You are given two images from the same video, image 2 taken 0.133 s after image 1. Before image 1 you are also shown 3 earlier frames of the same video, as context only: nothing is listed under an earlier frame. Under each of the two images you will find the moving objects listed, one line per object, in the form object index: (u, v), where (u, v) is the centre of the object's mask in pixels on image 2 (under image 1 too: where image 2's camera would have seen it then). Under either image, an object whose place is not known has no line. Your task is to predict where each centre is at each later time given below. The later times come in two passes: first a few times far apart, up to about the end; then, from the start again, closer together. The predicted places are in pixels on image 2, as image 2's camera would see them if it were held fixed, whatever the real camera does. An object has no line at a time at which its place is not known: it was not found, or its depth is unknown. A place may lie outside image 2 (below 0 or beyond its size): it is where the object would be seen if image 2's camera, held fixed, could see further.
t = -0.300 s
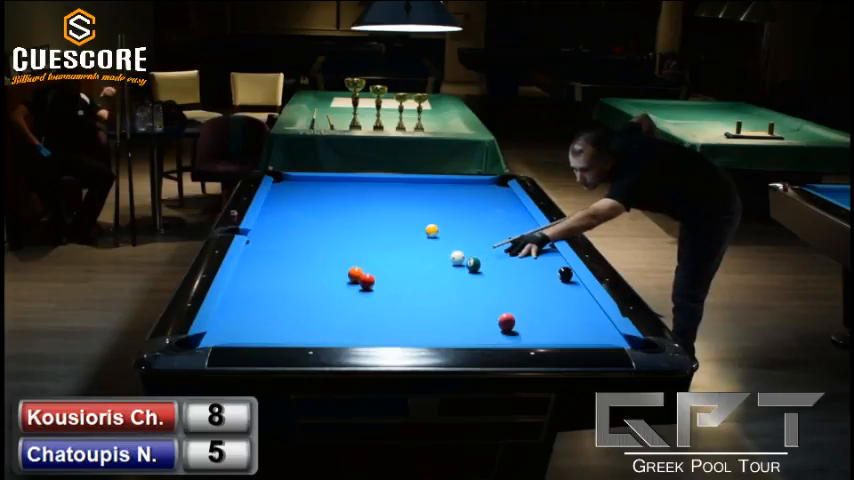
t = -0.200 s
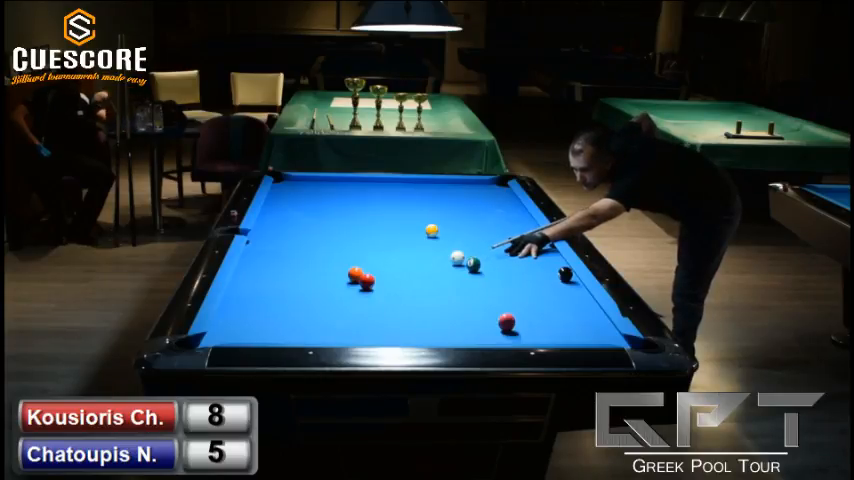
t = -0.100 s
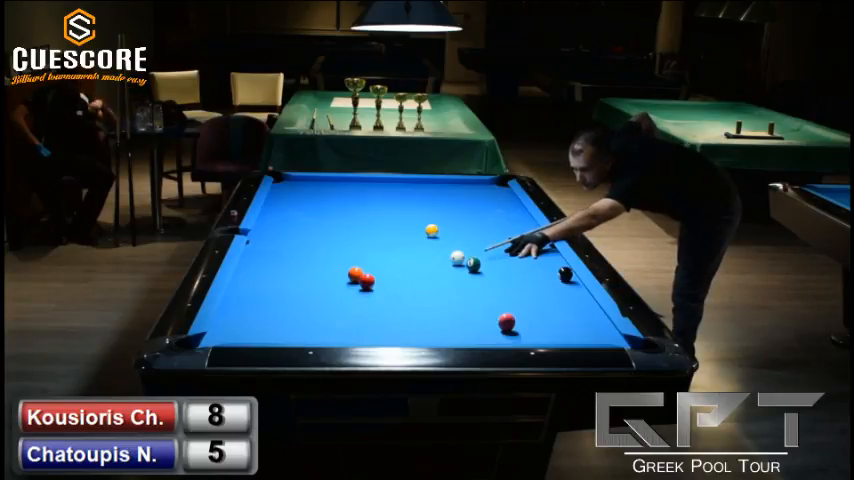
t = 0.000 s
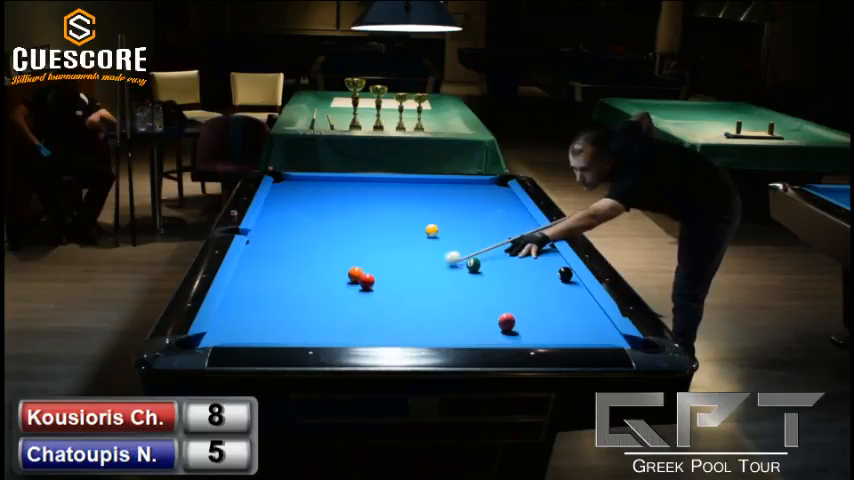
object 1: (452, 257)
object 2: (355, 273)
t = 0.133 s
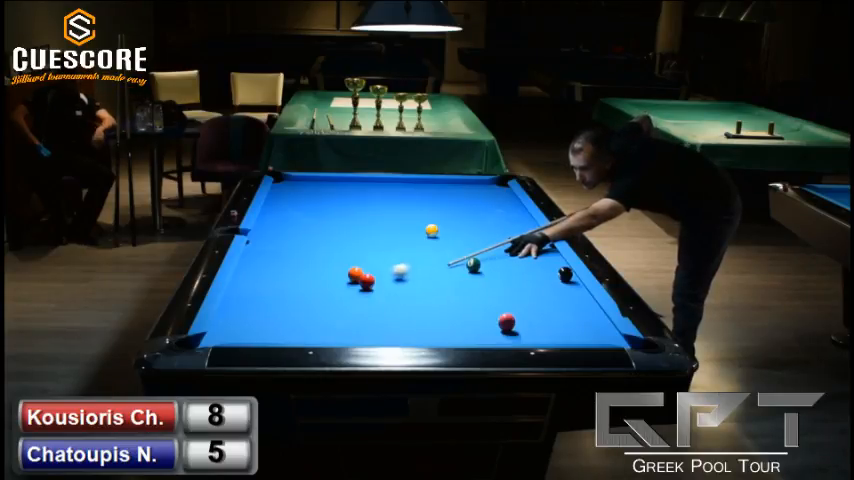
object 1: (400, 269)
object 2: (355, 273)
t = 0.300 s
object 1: (370, 276)
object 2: (352, 274)
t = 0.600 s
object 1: (370, 273)
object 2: (336, 272)
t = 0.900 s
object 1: (370, 271)
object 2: (321, 271)
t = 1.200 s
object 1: (370, 269)
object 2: (309, 270)
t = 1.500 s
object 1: (370, 268)
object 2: (297, 270)
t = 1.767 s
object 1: (369, 268)
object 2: (289, 269)
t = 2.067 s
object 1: (369, 267)
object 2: (280, 268)
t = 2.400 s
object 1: (369, 267)
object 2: (274, 268)
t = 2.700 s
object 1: (369, 267)
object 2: (269, 268)
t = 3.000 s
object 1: (369, 267)
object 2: (265, 268)
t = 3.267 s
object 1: (369, 267)
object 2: (264, 268)
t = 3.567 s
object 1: (369, 267)
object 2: (263, 268)
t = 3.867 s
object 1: (369, 267)
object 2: (263, 268)
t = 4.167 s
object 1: (369, 267)
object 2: (263, 268)
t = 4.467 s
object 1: (369, 267)
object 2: (263, 268)
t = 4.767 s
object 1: (369, 267)
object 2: (263, 268)
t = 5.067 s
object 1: (369, 267)
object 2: (263, 268)
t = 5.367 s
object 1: (369, 267)
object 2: (263, 268)
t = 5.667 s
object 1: (369, 267)
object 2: (263, 268)
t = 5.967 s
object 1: (369, 267)
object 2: (263, 268)
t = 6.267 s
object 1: (369, 267)
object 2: (263, 268)
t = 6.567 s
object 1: (369, 267)
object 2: (263, 268)
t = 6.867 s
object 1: (369, 267)
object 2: (263, 268)
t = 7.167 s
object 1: (369, 267)
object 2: (263, 268)
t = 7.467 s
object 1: (369, 267)
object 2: (263, 268)
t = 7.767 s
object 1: (369, 267)
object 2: (263, 268)
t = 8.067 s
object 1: (369, 267)
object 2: (263, 268)
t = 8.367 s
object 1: (369, 267)
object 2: (263, 268)
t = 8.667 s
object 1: (369, 267)
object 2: (263, 268)
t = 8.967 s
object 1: (369, 267)
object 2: (263, 268)
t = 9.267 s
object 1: (369, 267)
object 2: (263, 268)
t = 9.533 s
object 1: (369, 267)
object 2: (263, 268)
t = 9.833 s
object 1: (369, 267)
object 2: (263, 268)
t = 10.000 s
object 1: (369, 267)
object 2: (263, 268)
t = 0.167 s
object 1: (387, 273)
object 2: (355, 273)
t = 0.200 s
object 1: (377, 276)
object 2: (355, 274)
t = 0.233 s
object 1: (372, 276)
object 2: (355, 272)
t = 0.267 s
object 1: (370, 276)
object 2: (355, 274)
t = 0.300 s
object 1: (370, 276)
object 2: (352, 274)
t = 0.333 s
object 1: (370, 275)
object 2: (350, 274)
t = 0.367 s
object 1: (370, 275)
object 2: (349, 273)
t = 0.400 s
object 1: (370, 275)
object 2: (347, 273)
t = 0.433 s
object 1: (370, 274)
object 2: (345, 273)
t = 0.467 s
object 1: (370, 274)
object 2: (343, 273)
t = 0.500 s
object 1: (370, 274)
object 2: (341, 273)
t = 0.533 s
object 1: (370, 273)
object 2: (339, 273)
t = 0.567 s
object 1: (370, 273)
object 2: (338, 272)
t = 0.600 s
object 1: (370, 273)
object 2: (336, 272)
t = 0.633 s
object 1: (370, 273)
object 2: (334, 272)
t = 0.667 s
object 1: (370, 272)
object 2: (332, 272)
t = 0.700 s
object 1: (370, 272)
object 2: (331, 272)
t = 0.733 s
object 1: (370, 272)
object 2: (329, 272)
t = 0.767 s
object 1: (370, 271)
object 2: (327, 272)
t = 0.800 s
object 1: (370, 271)
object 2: (326, 271)
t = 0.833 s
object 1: (370, 271)
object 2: (324, 271)
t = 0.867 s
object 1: (370, 271)
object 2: (323, 272)
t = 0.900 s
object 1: (370, 271)
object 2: (321, 271)
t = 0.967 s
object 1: (370, 270)
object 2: (318, 271)
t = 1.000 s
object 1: (370, 270)
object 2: (317, 271)
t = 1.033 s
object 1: (370, 270)
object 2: (315, 271)
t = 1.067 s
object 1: (370, 270)
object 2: (314, 271)
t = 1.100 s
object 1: (370, 270)
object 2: (313, 271)
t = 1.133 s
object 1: (370, 269)
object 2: (311, 270)
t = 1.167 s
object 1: (370, 269)
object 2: (310, 270)
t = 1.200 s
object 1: (370, 269)
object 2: (309, 270)
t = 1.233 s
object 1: (370, 269)
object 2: (307, 270)
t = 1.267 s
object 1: (370, 269)
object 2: (306, 270)
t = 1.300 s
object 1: (370, 268)
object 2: (304, 270)
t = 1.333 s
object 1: (370, 268)
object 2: (303, 270)
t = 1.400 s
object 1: (370, 268)
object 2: (302, 270)
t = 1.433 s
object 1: (370, 268)
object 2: (300, 270)
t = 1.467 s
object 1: (370, 268)
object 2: (298, 270)
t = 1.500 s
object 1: (370, 268)
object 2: (297, 270)
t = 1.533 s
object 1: (369, 268)
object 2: (296, 270)
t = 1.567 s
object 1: (369, 268)
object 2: (295, 269)
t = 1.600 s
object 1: (369, 268)
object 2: (294, 269)
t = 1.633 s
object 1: (369, 268)
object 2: (293, 269)
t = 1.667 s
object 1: (369, 268)
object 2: (292, 269)
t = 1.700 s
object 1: (369, 268)
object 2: (291, 269)
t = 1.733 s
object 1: (369, 268)
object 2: (290, 269)
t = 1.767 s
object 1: (369, 268)
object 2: (289, 269)
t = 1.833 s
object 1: (369, 267)
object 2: (287, 269)
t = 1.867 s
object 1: (369, 267)
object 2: (285, 268)
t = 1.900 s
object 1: (369, 267)
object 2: (284, 268)
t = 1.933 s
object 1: (369, 267)
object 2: (284, 268)
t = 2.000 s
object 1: (369, 267)
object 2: (282, 268)
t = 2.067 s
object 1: (369, 267)
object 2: (280, 268)
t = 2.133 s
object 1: (369, 267)
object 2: (279, 268)
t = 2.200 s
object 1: (369, 267)
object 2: (278, 268)
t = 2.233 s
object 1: (369, 267)
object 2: (277, 268)
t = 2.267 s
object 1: (369, 267)
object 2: (276, 268)
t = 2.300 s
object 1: (369, 267)
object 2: (276, 268)
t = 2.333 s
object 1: (369, 267)
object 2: (275, 268)
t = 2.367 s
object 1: (369, 267)
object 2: (274, 268)
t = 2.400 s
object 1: (369, 267)
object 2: (274, 268)
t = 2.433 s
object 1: (369, 267)
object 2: (273, 268)
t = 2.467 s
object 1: (369, 267)
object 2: (272, 268)
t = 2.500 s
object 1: (369, 267)
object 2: (272, 268)
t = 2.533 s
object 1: (369, 267)
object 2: (271, 268)
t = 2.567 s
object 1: (369, 267)
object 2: (271, 268)
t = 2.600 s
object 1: (369, 267)
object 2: (270, 268)
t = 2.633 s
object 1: (369, 267)
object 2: (270, 268)
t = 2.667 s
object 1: (369, 267)
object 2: (269, 268)
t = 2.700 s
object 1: (369, 267)
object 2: (269, 268)
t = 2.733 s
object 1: (369, 267)
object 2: (268, 268)
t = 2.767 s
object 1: (369, 267)
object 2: (268, 268)
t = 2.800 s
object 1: (369, 267)
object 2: (267, 268)
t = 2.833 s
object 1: (369, 267)
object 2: (267, 268)
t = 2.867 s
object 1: (369, 267)
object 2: (267, 268)
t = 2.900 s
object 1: (369, 267)
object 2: (266, 268)
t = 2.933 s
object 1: (369, 267)
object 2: (266, 268)
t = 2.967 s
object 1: (369, 267)
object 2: (265, 268)
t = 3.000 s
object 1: (369, 267)
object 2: (265, 268)
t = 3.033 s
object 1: (369, 267)
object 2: (265, 268)
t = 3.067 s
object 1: (369, 267)
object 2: (265, 268)
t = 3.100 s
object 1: (369, 267)
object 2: (264, 268)
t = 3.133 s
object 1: (369, 267)
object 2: (264, 268)
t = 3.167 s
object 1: (369, 267)
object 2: (264, 268)
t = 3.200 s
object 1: (369, 267)
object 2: (264, 268)
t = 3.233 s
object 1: (369, 267)
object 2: (264, 268)
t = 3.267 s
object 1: (369, 267)
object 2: (264, 268)
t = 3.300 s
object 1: (369, 267)
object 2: (263, 268)
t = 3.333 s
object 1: (369, 267)
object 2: (263, 268)
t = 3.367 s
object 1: (369, 267)
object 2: (263, 268)
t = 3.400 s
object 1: (369, 267)
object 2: (263, 268)
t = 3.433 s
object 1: (369, 267)
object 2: (263, 268)
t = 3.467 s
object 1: (369, 267)
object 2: (263, 268)
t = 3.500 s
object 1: (369, 267)
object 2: (263, 268)
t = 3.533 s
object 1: (369, 267)
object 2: (263, 268)
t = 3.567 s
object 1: (369, 267)
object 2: (263, 268)
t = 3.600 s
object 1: (369, 267)
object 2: (263, 268)
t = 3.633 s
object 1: (369, 267)
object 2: (263, 268)
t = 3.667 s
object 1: (369, 267)
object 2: (263, 268)
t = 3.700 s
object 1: (369, 267)
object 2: (263, 268)
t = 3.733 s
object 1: (369, 267)
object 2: (263, 268)
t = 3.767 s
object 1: (369, 267)
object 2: (263, 268)
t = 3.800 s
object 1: (369, 267)
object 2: (263, 268)
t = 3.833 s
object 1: (369, 267)
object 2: (263, 268)
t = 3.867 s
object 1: (369, 267)
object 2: (263, 268)
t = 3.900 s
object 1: (369, 267)
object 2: (263, 268)
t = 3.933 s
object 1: (369, 267)
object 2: (263, 268)
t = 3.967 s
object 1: (369, 267)
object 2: (263, 268)
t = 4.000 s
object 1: (369, 267)
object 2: (263, 268)
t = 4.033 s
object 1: (369, 267)
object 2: (263, 268)
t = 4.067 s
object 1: (369, 267)
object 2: (263, 268)
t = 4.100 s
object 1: (369, 267)
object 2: (263, 268)
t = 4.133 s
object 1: (369, 267)
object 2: (263, 268)
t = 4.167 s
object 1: (369, 267)
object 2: (263, 268)
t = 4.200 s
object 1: (369, 267)
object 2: (263, 268)
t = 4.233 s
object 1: (369, 267)
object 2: (263, 268)
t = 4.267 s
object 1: (369, 267)
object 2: (263, 268)
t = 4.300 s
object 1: (369, 267)
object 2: (263, 268)
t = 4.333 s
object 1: (369, 267)
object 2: (263, 268)
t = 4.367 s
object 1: (369, 267)
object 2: (263, 268)
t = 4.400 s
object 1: (369, 267)
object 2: (263, 268)
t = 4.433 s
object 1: (369, 267)
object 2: (263, 268)
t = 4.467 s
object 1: (369, 267)
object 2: (263, 268)
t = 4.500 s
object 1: (369, 267)
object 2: (263, 268)
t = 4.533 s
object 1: (369, 267)
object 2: (263, 268)
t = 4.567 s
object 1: (369, 267)
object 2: (263, 268)
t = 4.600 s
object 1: (369, 267)
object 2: (263, 268)
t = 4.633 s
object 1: (369, 267)
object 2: (263, 268)
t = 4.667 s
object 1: (369, 267)
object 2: (263, 268)
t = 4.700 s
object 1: (369, 267)
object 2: (263, 268)
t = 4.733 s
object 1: (369, 267)
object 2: (263, 268)
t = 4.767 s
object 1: (369, 267)
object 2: (263, 268)
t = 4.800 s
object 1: (369, 267)
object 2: (263, 268)
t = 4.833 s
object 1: (369, 267)
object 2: (263, 268)
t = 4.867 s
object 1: (369, 267)
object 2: (263, 268)
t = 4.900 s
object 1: (369, 267)
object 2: (263, 268)
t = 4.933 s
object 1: (369, 267)
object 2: (263, 268)
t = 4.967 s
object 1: (369, 267)
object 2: (263, 268)
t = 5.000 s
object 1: (369, 267)
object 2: (263, 268)
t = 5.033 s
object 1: (369, 267)
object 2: (263, 268)
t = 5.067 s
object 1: (369, 267)
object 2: (263, 268)
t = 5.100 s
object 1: (369, 267)
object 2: (263, 268)
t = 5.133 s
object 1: (369, 267)
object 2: (263, 268)
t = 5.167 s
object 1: (369, 267)
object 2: (263, 268)
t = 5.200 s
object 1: (369, 267)
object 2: (263, 268)
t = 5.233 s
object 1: (369, 267)
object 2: (263, 268)
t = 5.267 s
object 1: (369, 267)
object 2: (263, 268)
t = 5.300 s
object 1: (369, 267)
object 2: (263, 268)
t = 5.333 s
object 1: (369, 267)
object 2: (263, 268)
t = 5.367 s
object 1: (369, 267)
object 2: (263, 268)
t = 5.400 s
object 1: (369, 267)
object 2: (263, 268)
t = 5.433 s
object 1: (369, 267)
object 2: (263, 268)
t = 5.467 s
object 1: (369, 267)
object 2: (263, 268)
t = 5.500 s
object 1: (369, 267)
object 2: (263, 268)
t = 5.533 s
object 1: (369, 267)
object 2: (263, 268)
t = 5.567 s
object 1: (369, 267)
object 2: (263, 268)
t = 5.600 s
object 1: (369, 267)
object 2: (263, 268)
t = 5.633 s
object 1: (369, 267)
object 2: (263, 268)
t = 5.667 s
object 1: (369, 267)
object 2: (263, 268)
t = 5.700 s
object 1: (369, 267)
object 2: (263, 268)
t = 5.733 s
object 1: (369, 267)
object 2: (263, 268)
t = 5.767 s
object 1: (369, 267)
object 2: (263, 268)
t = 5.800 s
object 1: (369, 267)
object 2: (263, 268)
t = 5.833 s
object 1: (369, 267)
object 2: (263, 268)
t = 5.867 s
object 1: (369, 267)
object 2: (263, 268)
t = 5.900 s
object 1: (369, 267)
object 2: (263, 268)
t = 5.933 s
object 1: (369, 267)
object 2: (263, 268)
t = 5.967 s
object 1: (369, 267)
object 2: (263, 268)
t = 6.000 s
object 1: (369, 267)
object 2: (263, 268)
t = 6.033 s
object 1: (369, 267)
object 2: (263, 268)
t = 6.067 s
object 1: (369, 267)
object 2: (263, 268)
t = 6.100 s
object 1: (369, 267)
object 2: (263, 268)
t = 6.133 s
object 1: (369, 267)
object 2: (263, 268)
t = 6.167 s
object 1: (369, 267)
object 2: (263, 268)
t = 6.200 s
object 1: (369, 267)
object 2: (263, 268)
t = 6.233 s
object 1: (369, 267)
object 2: (263, 268)
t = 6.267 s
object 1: (369, 267)
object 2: (263, 268)
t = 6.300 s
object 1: (369, 267)
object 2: (263, 268)
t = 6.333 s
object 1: (369, 267)
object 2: (263, 268)
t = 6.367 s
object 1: (369, 267)
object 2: (263, 268)
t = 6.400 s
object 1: (369, 267)
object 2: (263, 268)
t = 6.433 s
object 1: (369, 267)
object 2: (263, 268)
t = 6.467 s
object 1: (369, 267)
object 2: (263, 268)
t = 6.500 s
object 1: (369, 267)
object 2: (263, 268)
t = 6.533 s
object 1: (369, 267)
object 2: (263, 268)
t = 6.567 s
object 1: (369, 267)
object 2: (263, 268)
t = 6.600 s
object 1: (369, 267)
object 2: (263, 268)
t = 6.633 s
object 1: (369, 267)
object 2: (263, 268)
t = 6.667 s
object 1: (369, 267)
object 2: (263, 268)
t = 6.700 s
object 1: (369, 267)
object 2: (263, 268)
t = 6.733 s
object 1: (369, 267)
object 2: (263, 268)
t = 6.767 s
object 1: (369, 267)
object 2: (263, 268)
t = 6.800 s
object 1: (369, 267)
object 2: (262, 268)
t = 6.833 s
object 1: (369, 267)
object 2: (263, 268)
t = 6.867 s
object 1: (369, 267)
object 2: (263, 268)
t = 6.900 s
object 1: (369, 267)
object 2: (263, 268)
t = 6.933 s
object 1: (369, 267)
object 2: (263, 268)
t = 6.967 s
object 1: (369, 267)
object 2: (263, 268)
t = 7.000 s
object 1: (369, 267)
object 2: (263, 268)
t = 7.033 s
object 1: (369, 267)
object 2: (263, 268)
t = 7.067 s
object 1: (369, 267)
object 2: (263, 268)
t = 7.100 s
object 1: (369, 267)
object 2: (263, 268)
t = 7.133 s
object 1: (369, 267)
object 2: (263, 268)
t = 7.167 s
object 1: (369, 267)
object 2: (263, 268)
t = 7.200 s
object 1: (369, 267)
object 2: (263, 268)
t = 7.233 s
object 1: (369, 267)
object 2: (262, 268)
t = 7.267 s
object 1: (369, 267)
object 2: (262, 268)
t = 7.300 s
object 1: (369, 267)
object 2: (263, 268)
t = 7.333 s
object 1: (369, 267)
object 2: (263, 268)
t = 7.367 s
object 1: (369, 267)
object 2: (262, 268)
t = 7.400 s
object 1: (369, 267)
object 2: (263, 268)
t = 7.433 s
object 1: (369, 267)
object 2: (262, 268)
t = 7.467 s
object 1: (369, 267)
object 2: (263, 268)
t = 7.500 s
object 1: (369, 267)
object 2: (262, 268)
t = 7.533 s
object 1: (369, 267)
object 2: (263, 268)
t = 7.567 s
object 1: (369, 267)
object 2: (263, 268)
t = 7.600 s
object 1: (369, 267)
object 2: (263, 268)
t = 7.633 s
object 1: (369, 267)
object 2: (263, 268)
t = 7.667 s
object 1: (369, 267)
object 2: (263, 268)
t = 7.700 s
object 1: (369, 267)
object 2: (263, 268)
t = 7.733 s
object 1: (369, 267)
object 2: (263, 268)
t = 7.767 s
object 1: (369, 267)
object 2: (263, 268)
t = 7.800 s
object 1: (369, 267)
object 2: (263, 268)
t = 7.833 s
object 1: (369, 267)
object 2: (263, 268)
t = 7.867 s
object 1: (369, 267)
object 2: (263, 268)
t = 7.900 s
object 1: (369, 267)
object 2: (263, 268)
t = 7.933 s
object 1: (369, 267)
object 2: (263, 268)
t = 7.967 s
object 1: (369, 267)
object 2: (263, 268)
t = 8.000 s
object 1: (369, 267)
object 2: (263, 268)
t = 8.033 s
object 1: (369, 267)
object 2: (263, 268)
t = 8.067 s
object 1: (369, 267)
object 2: (263, 268)
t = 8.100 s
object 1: (369, 267)
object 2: (263, 268)
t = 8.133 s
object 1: (369, 267)
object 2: (263, 268)
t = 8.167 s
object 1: (369, 267)
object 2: (263, 268)
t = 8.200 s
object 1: (369, 267)
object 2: (263, 268)
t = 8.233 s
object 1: (369, 267)
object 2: (263, 268)
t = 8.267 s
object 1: (369, 267)
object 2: (263, 268)
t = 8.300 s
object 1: (369, 267)
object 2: (263, 268)
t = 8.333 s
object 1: (369, 267)
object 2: (263, 268)
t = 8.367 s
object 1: (369, 267)
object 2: (263, 268)
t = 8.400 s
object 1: (369, 267)
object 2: (263, 268)
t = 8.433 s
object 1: (369, 267)
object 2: (263, 268)
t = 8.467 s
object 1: (369, 267)
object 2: (263, 268)
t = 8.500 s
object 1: (369, 267)
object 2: (263, 268)
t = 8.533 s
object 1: (369, 267)
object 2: (263, 268)
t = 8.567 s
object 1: (369, 267)
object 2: (263, 268)
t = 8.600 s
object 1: (369, 267)
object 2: (263, 268)
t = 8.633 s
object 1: (369, 267)
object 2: (263, 268)
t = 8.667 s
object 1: (369, 267)
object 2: (263, 268)
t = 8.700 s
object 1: (369, 267)
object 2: (263, 268)
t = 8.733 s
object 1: (369, 267)
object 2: (263, 268)
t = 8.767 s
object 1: (369, 267)
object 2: (263, 268)
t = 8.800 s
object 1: (369, 267)
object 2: (263, 268)
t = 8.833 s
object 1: (369, 267)
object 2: (263, 268)
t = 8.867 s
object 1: (369, 267)
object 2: (263, 268)
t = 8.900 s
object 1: (369, 267)
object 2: (263, 268)
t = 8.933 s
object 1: (369, 267)
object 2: (263, 268)
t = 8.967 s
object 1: (369, 267)
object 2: (263, 268)
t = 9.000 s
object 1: (369, 267)
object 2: (263, 268)
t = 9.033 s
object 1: (369, 267)
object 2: (263, 268)
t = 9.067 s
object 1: (369, 267)
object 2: (263, 268)
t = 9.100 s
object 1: (369, 267)
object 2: (263, 268)
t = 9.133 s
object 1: (369, 267)
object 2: (263, 268)
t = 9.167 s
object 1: (369, 267)
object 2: (263, 268)
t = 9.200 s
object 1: (369, 267)
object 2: (263, 268)
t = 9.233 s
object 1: (369, 267)
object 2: (263, 268)
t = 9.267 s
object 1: (369, 267)
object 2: (263, 268)
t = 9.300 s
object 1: (369, 267)
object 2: (263, 268)
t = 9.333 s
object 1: (369, 267)
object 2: (263, 268)
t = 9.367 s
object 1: (369, 267)
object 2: (263, 268)
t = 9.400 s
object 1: (369, 267)
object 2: (263, 268)
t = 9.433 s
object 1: (369, 267)
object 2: (263, 268)
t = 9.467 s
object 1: (369, 267)
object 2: (263, 268)
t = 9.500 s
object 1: (369, 267)
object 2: (263, 268)
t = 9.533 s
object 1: (369, 267)
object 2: (263, 268)
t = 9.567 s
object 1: (369, 267)
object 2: (263, 268)
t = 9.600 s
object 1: (369, 267)
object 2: (263, 268)
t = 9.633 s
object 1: (369, 267)
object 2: (263, 268)
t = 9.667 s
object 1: (369, 267)
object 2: (263, 268)
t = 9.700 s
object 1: (369, 267)
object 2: (263, 268)
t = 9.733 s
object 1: (369, 267)
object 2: (263, 268)
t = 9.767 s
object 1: (369, 267)
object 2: (263, 268)
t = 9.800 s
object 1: (369, 267)
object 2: (263, 268)
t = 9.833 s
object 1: (369, 267)
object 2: (263, 268)
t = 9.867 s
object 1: (369, 267)
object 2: (263, 268)
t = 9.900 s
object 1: (369, 267)
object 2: (263, 268)
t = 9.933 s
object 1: (369, 267)
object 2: (263, 268)
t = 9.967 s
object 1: (369, 267)
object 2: (263, 268)
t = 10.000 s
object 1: (369, 267)
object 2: (263, 268)
